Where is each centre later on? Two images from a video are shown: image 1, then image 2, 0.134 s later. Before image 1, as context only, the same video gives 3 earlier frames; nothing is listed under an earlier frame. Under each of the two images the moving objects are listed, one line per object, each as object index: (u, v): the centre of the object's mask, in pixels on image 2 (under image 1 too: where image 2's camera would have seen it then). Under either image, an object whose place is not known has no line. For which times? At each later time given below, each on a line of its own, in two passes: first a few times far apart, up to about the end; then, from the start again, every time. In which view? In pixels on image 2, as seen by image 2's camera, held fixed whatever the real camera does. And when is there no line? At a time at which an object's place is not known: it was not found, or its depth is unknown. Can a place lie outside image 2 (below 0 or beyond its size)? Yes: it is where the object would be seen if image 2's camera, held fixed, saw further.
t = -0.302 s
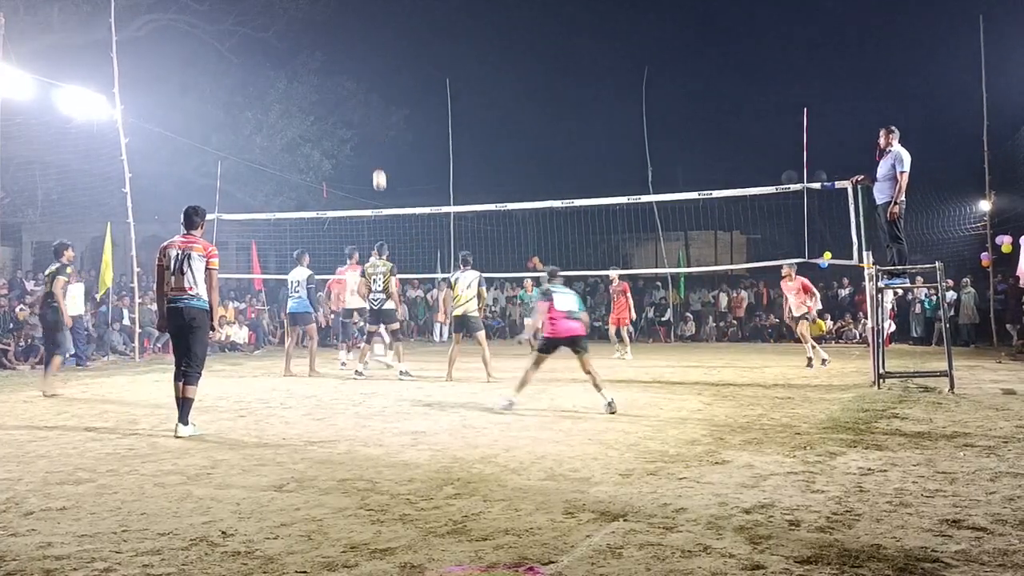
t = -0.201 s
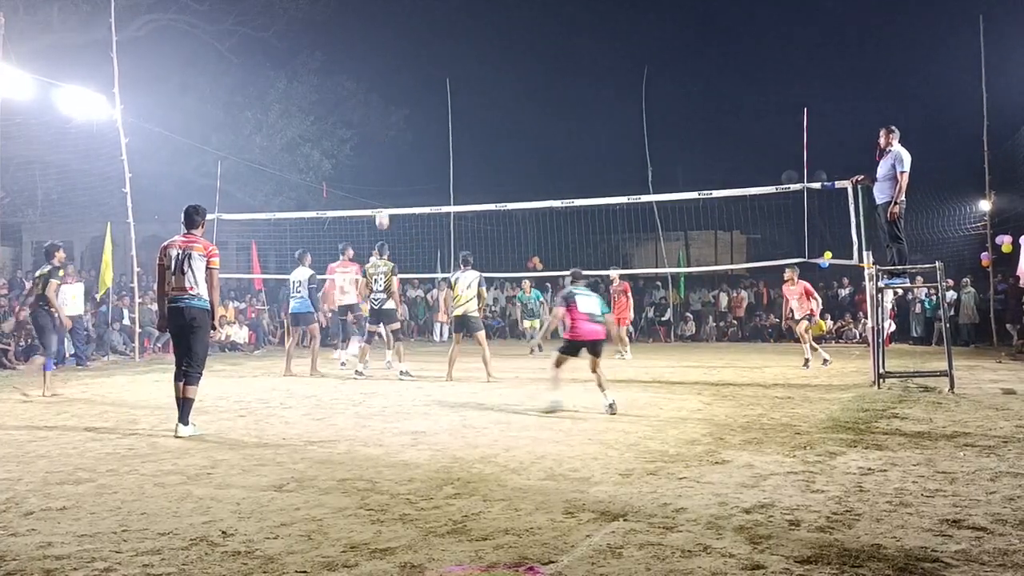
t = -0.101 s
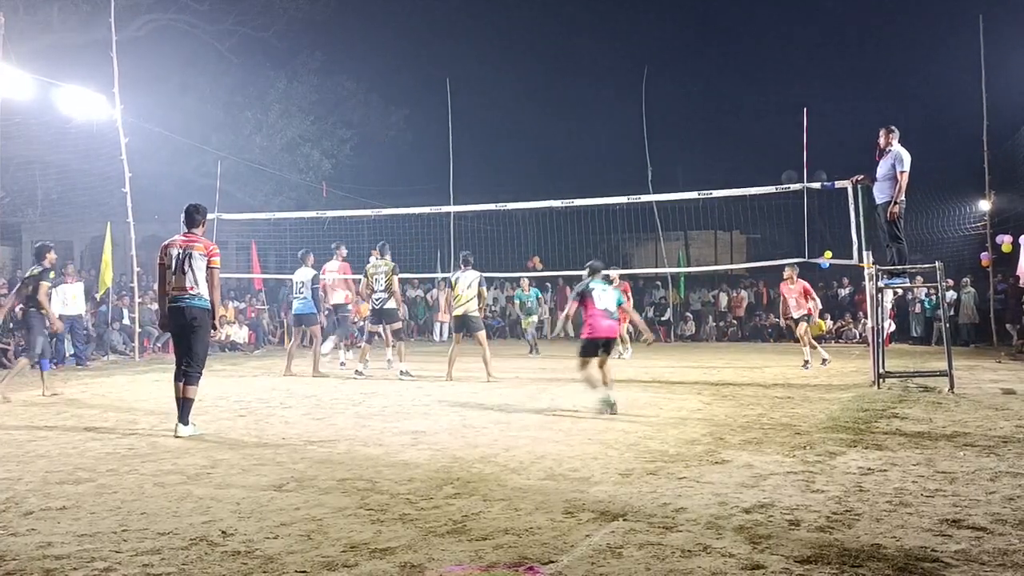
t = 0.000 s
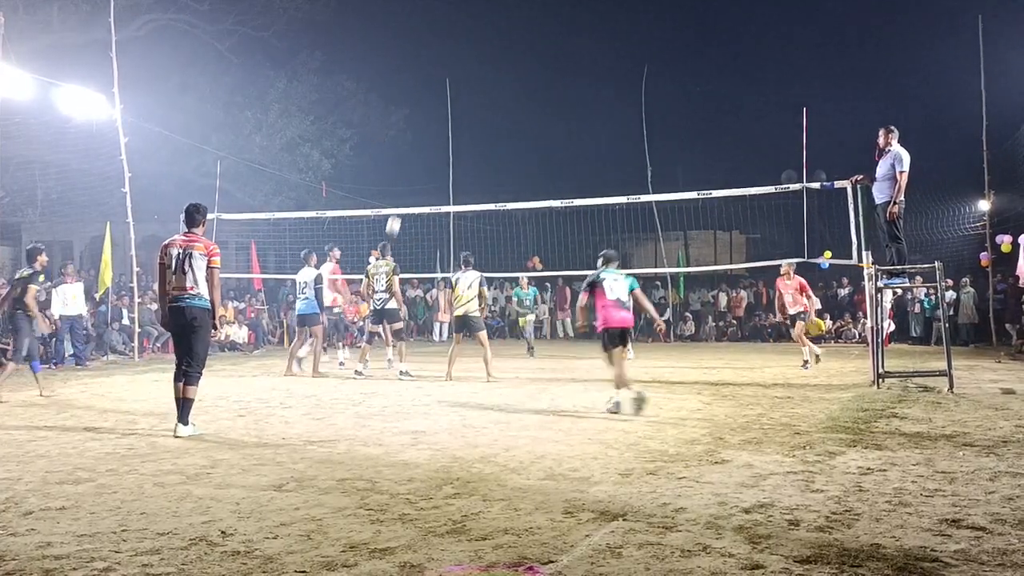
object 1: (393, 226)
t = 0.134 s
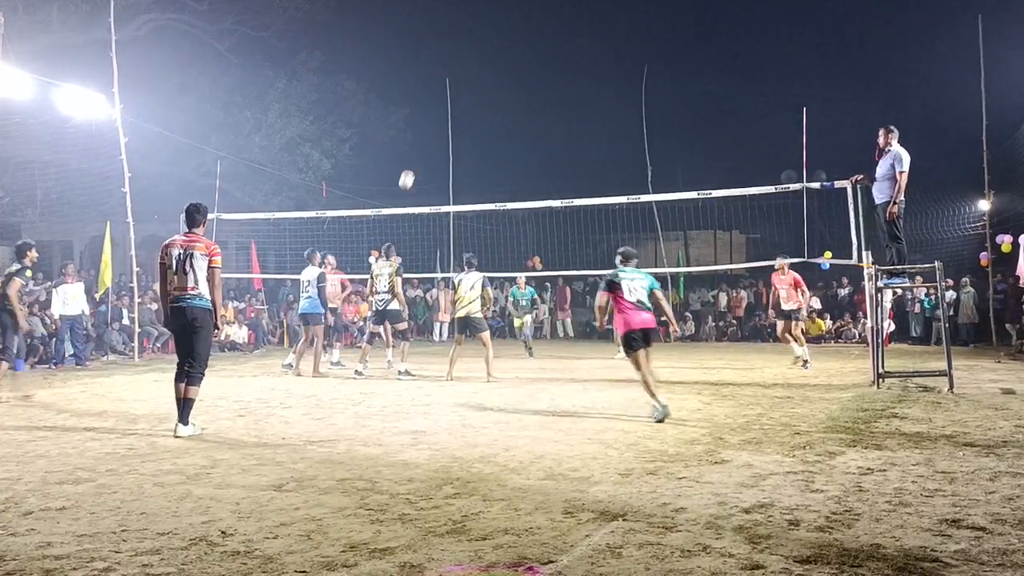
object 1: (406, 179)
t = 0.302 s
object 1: (423, 138)
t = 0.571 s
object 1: (449, 108)
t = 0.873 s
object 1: (478, 127)
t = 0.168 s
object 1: (410, 170)
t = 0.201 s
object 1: (413, 161)
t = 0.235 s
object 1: (416, 153)
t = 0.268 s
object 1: (419, 145)
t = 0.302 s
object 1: (423, 138)
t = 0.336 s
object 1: (426, 132)
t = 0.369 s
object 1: (429, 126)
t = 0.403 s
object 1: (432, 122)
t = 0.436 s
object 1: (436, 117)
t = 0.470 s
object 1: (439, 114)
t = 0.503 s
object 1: (443, 111)
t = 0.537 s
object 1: (446, 110)
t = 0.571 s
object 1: (449, 108)
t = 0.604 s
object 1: (452, 107)
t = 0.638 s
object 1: (455, 107)
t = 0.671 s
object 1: (459, 108)
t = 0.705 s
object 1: (462, 109)
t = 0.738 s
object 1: (465, 112)
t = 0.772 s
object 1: (468, 115)
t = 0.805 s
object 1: (472, 118)
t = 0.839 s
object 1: (475, 122)
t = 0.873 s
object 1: (478, 127)
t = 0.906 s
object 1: (482, 133)
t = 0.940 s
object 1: (485, 139)
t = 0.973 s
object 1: (488, 146)
